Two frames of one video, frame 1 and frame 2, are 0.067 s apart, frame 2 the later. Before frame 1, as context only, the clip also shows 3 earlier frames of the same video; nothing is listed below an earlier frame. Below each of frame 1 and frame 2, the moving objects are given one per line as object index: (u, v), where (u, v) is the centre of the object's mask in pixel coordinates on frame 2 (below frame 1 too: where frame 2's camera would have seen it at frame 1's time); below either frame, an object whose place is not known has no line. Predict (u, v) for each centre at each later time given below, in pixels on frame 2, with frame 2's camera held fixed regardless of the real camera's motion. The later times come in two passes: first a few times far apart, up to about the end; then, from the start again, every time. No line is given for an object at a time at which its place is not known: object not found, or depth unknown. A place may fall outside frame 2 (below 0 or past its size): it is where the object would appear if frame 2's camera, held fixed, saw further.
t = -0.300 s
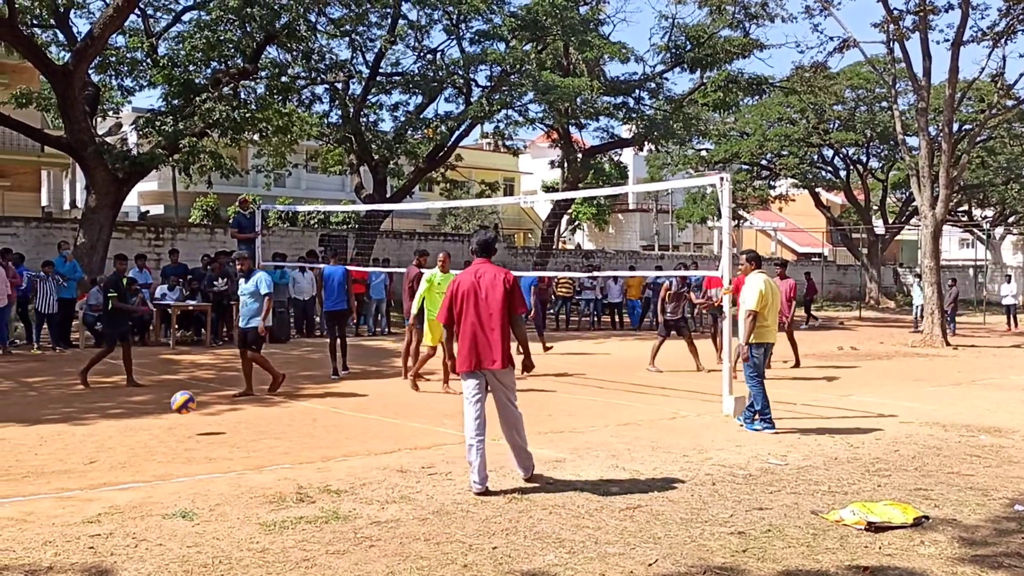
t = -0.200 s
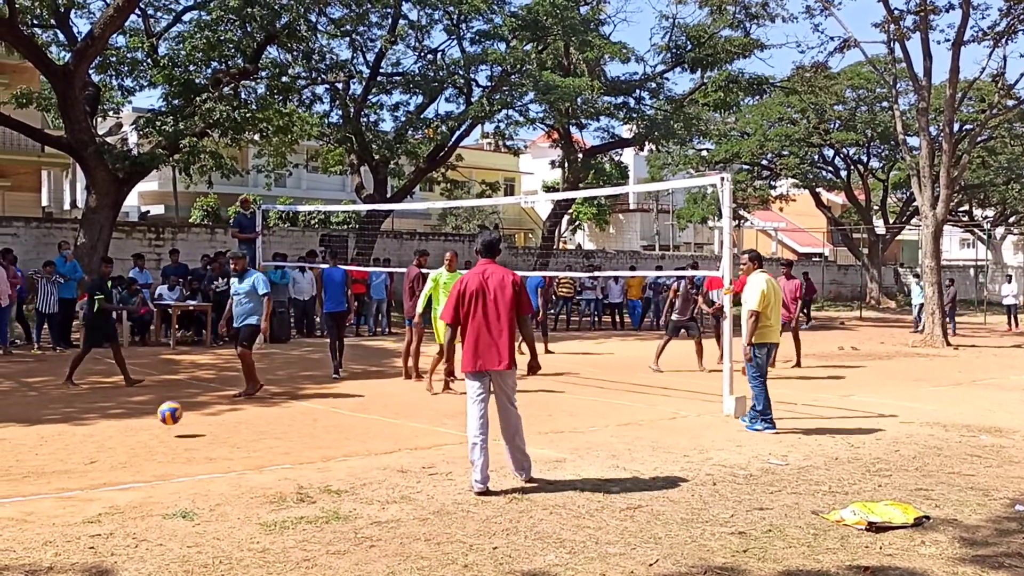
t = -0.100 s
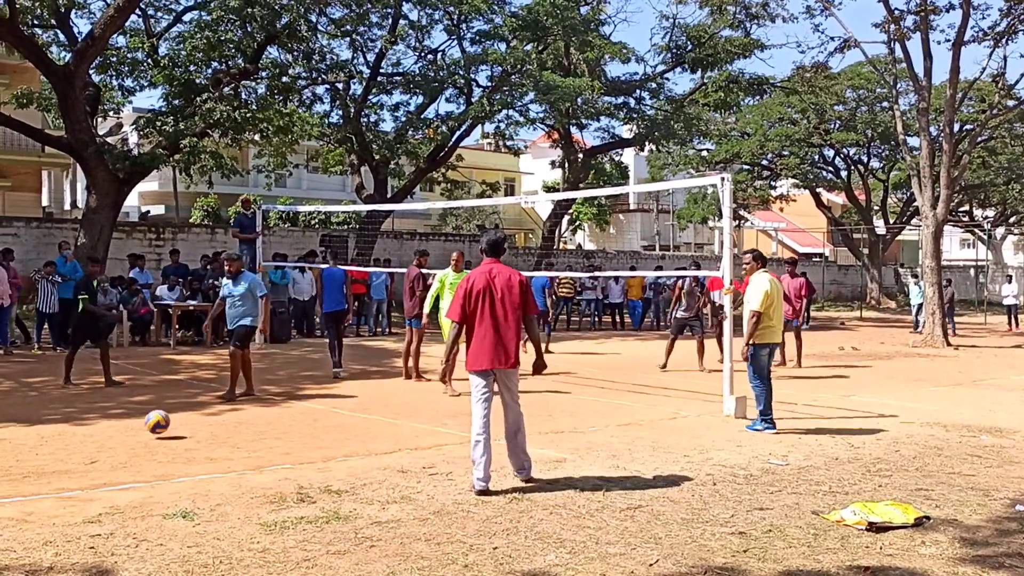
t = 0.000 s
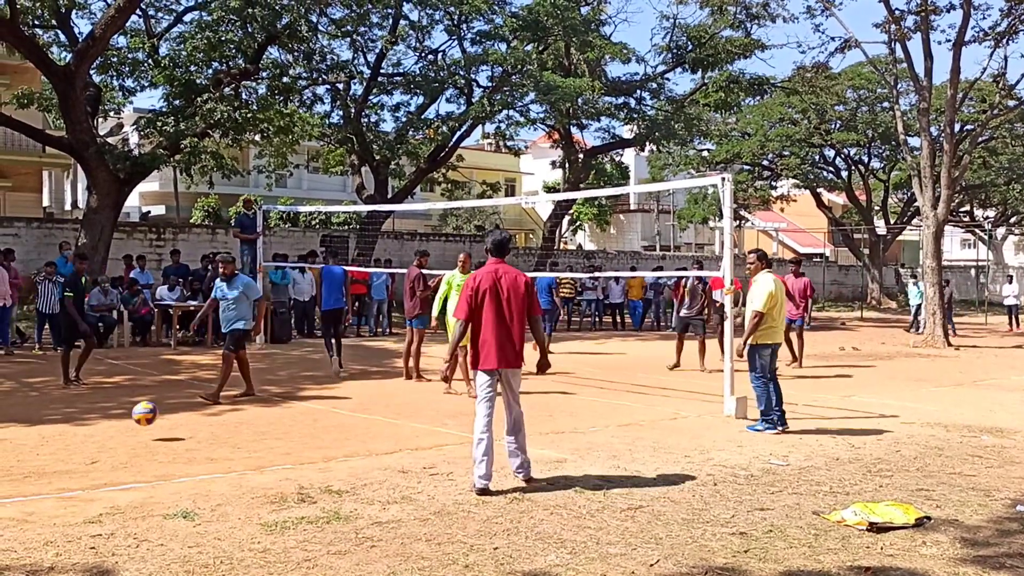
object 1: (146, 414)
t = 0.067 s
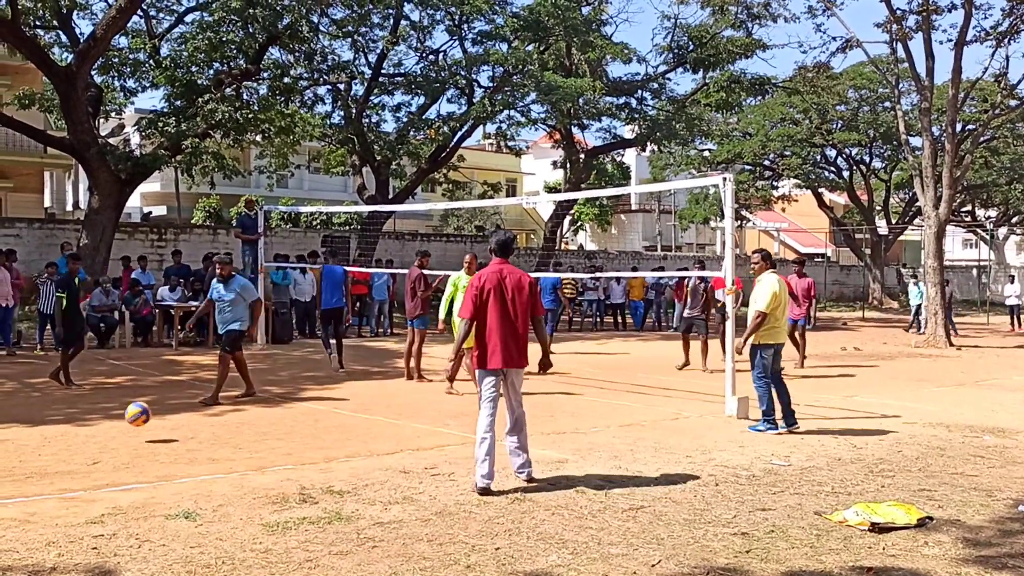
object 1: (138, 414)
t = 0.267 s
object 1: (113, 426)
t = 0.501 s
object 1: (85, 433)
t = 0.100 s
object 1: (134, 416)
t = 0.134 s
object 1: (129, 419)
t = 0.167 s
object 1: (126, 423)
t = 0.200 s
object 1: (121, 429)
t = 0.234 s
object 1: (118, 431)
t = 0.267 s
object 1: (113, 426)
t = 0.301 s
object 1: (109, 424)
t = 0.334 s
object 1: (105, 422)
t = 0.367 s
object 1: (102, 421)
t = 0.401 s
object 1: (98, 422)
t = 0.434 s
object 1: (94, 425)
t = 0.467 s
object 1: (89, 428)
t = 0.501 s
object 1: (85, 433)
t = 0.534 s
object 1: (81, 438)
